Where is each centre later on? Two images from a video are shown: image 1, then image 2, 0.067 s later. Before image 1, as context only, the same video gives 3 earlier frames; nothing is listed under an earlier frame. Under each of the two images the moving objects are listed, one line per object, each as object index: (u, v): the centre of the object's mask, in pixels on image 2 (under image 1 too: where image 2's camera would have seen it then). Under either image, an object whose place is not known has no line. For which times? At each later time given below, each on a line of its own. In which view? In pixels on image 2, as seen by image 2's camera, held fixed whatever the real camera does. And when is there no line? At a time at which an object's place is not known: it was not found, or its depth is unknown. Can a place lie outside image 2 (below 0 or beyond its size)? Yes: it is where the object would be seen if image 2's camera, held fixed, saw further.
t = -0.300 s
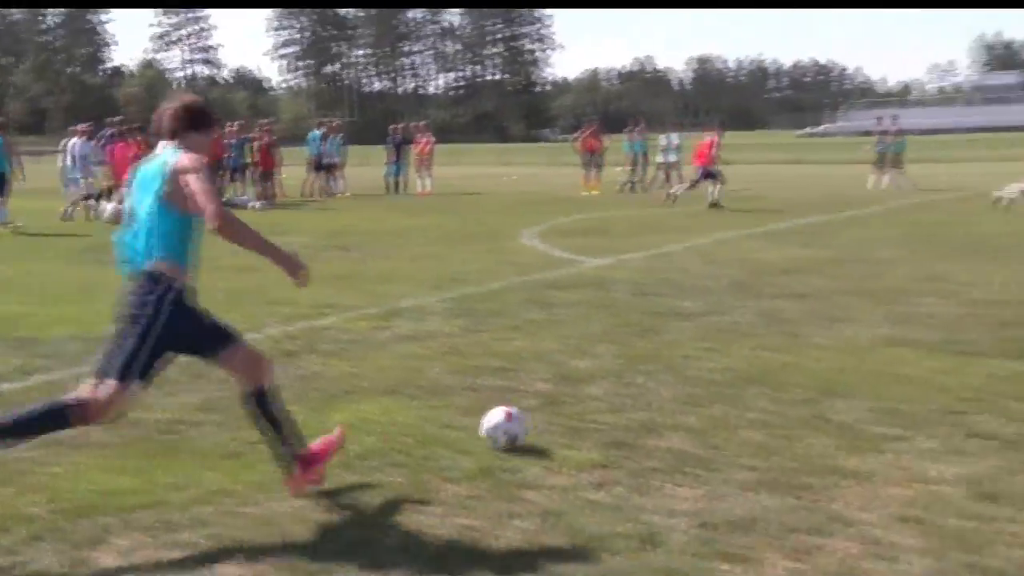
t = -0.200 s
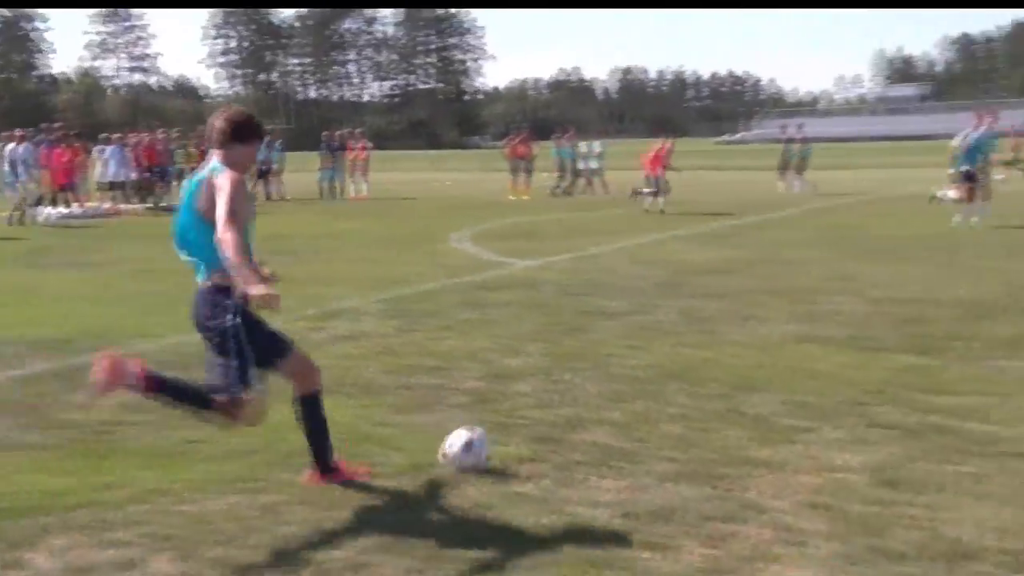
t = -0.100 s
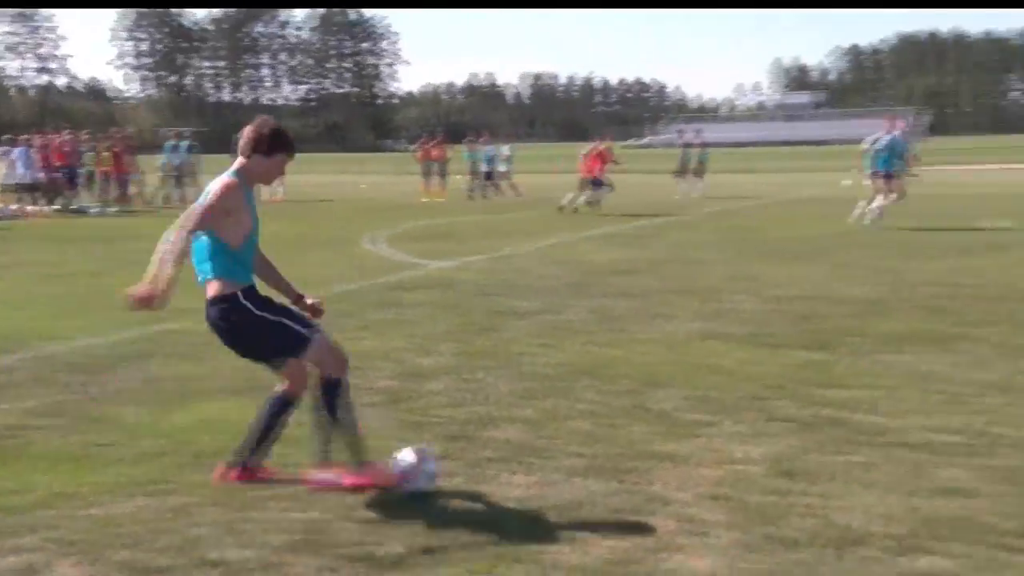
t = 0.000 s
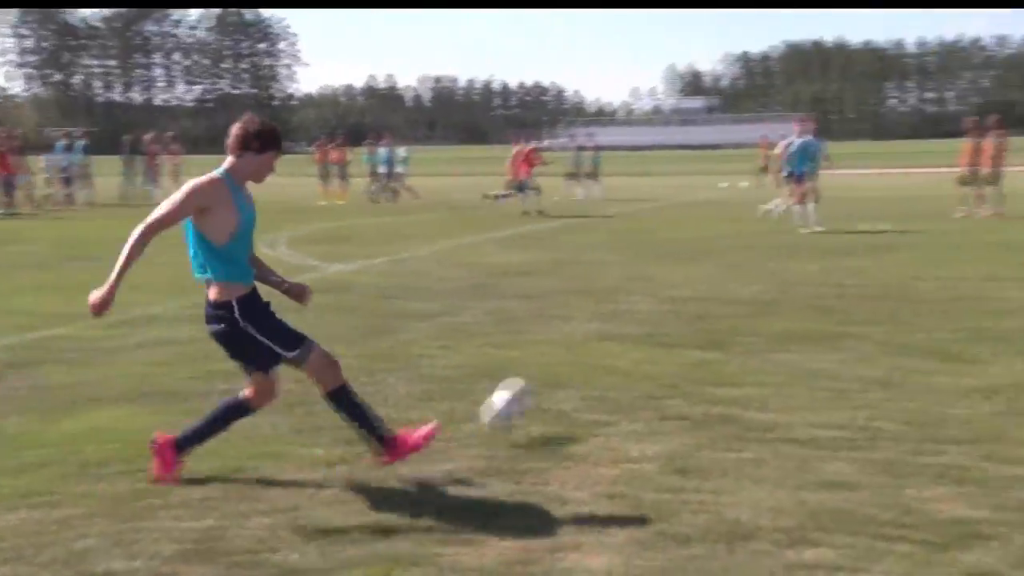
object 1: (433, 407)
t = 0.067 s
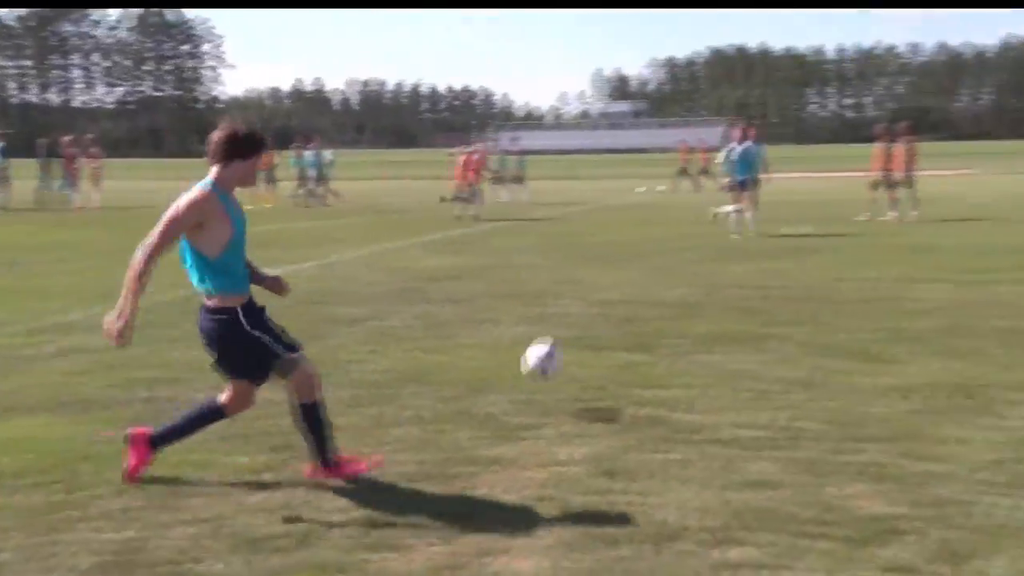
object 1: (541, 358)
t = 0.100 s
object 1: (585, 340)
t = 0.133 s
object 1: (625, 326)
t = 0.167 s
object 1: (662, 317)
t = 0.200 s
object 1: (694, 309)
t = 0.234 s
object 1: (724, 304)
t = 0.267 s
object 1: (751, 302)
